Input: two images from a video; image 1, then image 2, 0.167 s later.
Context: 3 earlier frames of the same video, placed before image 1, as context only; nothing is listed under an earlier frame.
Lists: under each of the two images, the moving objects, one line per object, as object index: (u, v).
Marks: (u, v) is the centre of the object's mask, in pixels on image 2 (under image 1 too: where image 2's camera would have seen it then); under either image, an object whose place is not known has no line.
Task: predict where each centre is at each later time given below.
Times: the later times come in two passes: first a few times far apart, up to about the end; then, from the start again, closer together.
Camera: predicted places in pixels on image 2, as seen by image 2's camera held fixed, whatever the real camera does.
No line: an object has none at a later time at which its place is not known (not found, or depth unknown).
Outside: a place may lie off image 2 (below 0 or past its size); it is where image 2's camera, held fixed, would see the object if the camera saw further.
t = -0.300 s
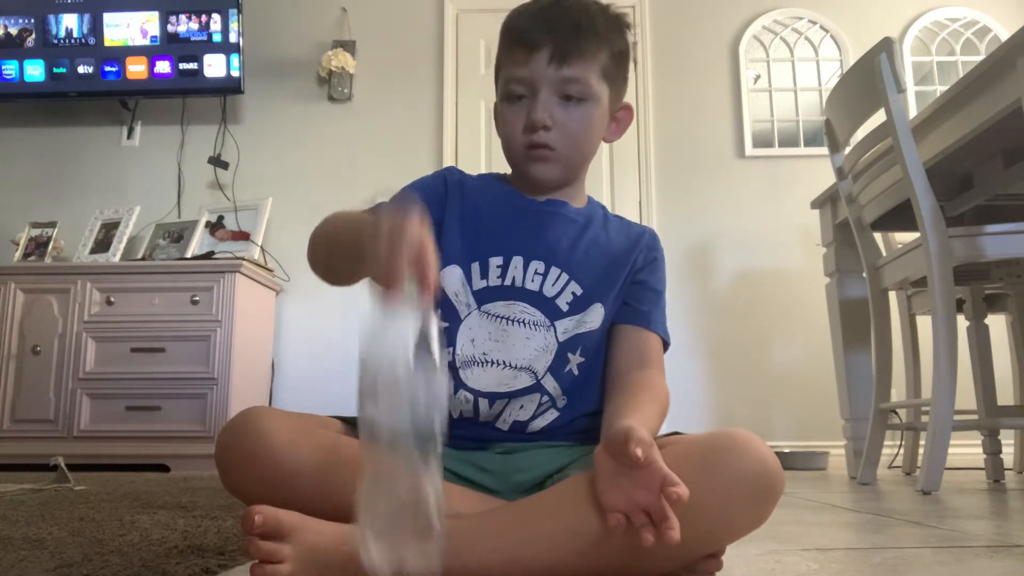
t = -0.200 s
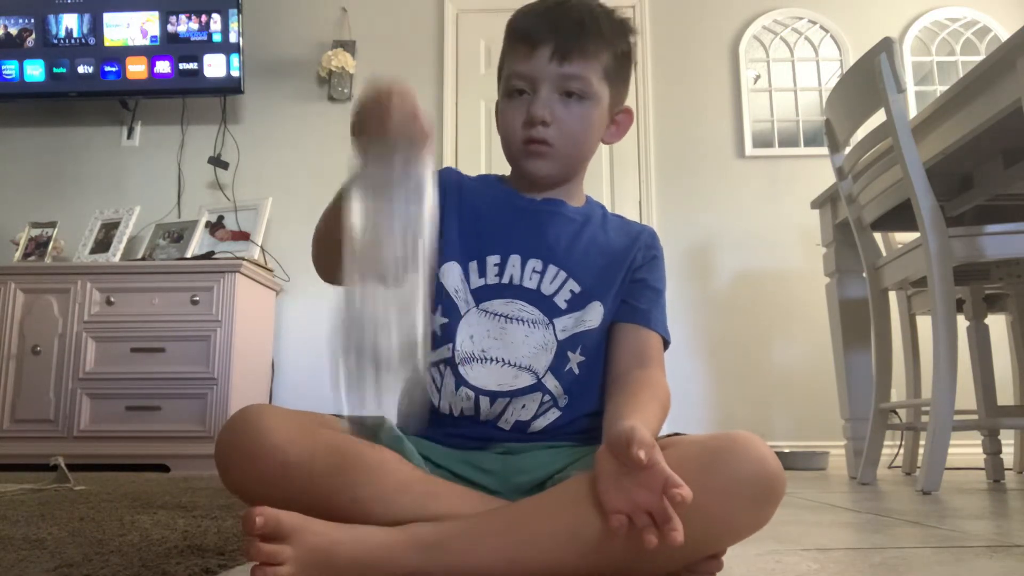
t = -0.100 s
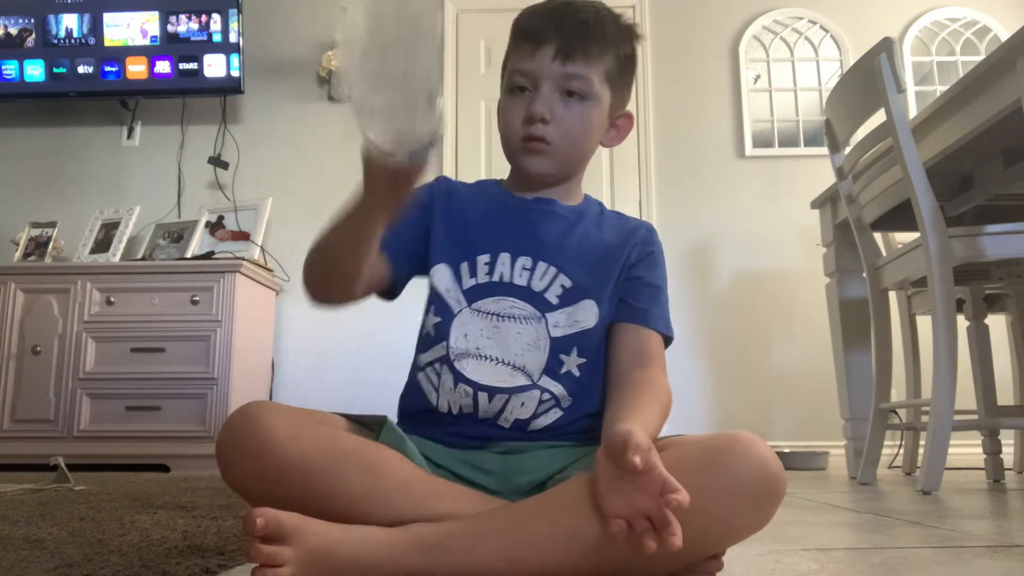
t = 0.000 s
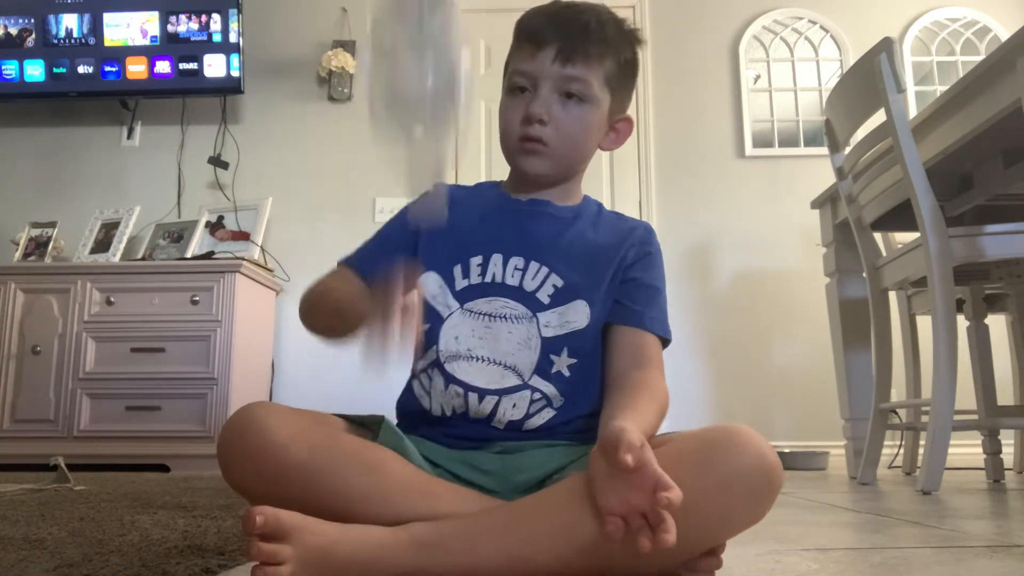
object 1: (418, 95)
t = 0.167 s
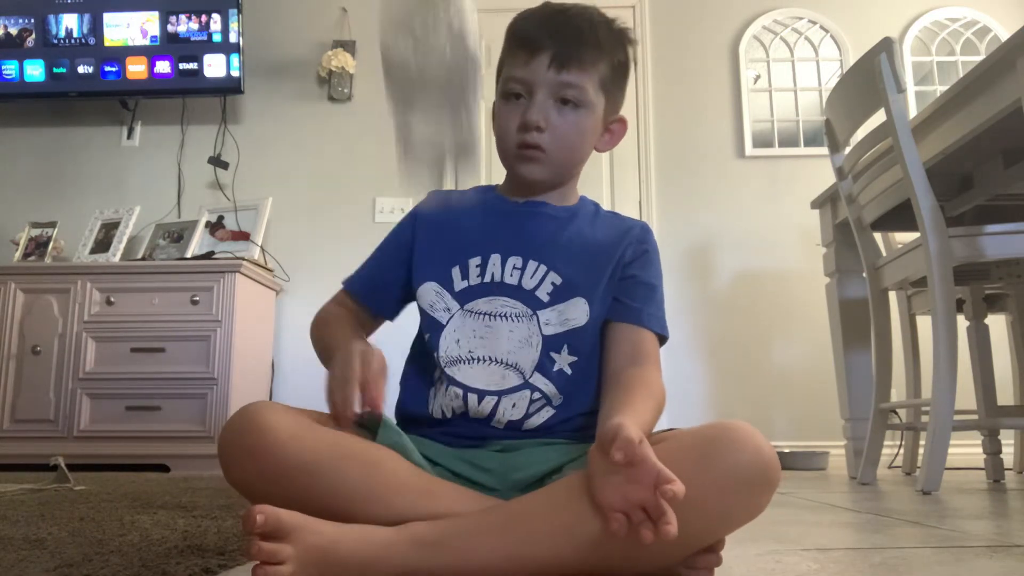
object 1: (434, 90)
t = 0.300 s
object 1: (453, 390)
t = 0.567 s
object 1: (480, 555)
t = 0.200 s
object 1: (437, 146)
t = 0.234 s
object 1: (441, 220)
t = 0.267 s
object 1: (450, 316)
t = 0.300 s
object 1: (453, 390)
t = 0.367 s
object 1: (454, 505)
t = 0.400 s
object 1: (460, 552)
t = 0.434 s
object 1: (466, 554)
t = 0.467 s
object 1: (470, 554)
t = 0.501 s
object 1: (474, 556)
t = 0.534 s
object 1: (478, 555)
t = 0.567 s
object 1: (480, 555)
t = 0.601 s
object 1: (482, 554)
